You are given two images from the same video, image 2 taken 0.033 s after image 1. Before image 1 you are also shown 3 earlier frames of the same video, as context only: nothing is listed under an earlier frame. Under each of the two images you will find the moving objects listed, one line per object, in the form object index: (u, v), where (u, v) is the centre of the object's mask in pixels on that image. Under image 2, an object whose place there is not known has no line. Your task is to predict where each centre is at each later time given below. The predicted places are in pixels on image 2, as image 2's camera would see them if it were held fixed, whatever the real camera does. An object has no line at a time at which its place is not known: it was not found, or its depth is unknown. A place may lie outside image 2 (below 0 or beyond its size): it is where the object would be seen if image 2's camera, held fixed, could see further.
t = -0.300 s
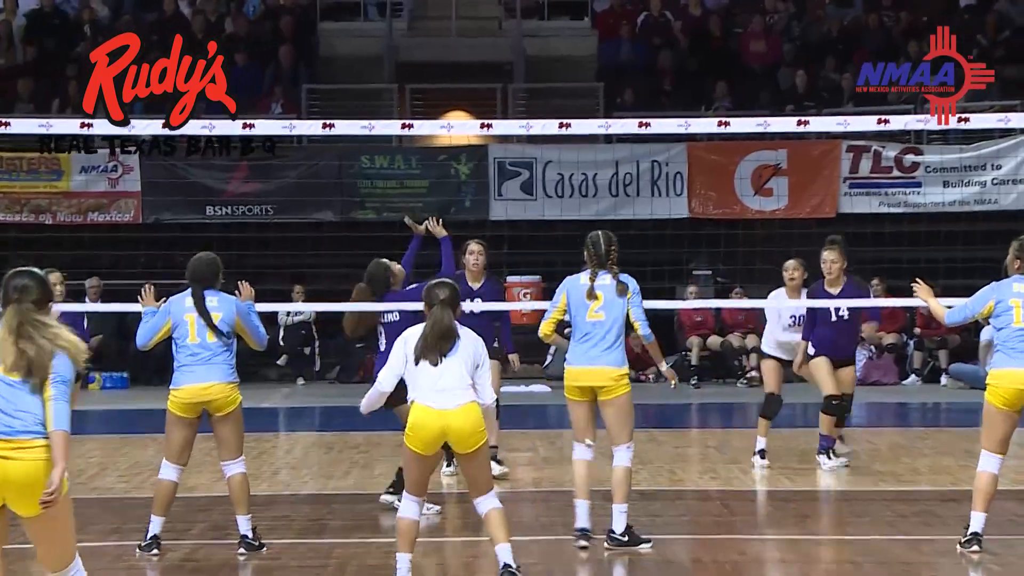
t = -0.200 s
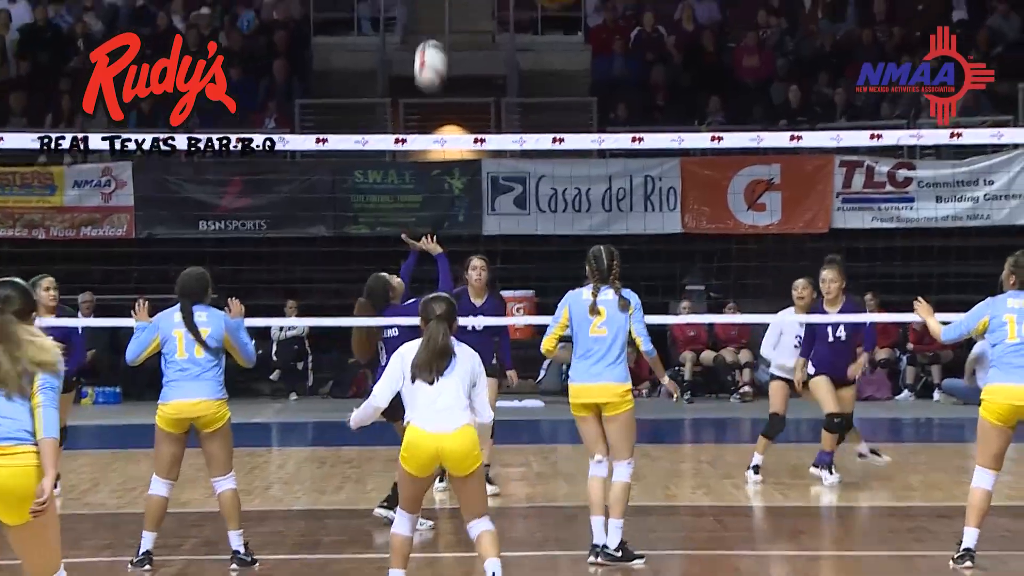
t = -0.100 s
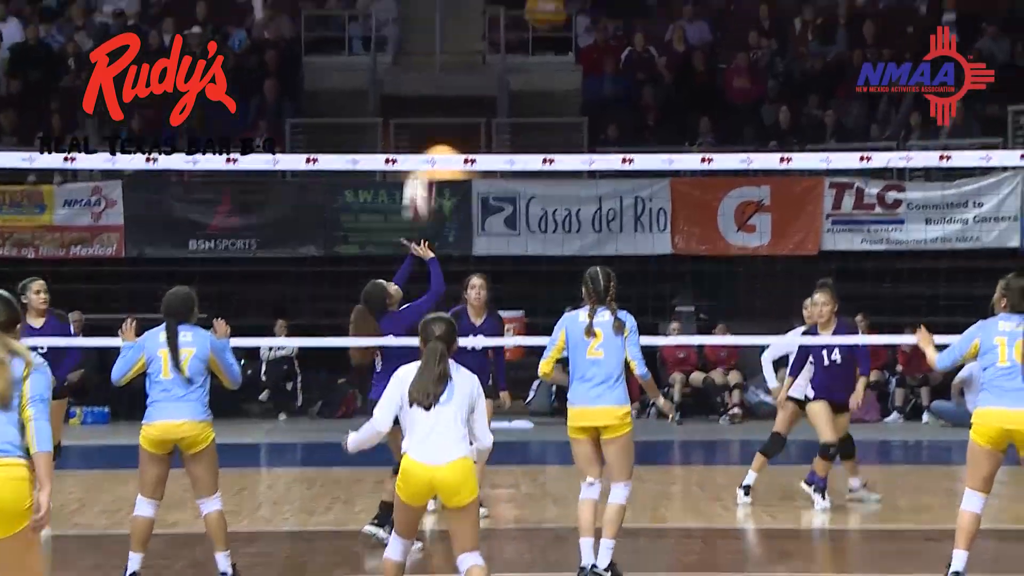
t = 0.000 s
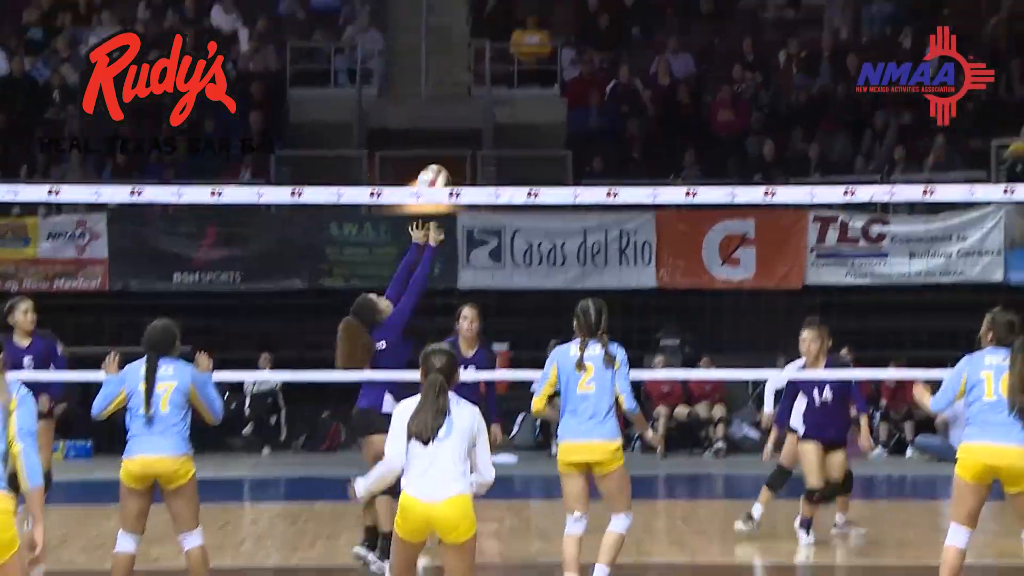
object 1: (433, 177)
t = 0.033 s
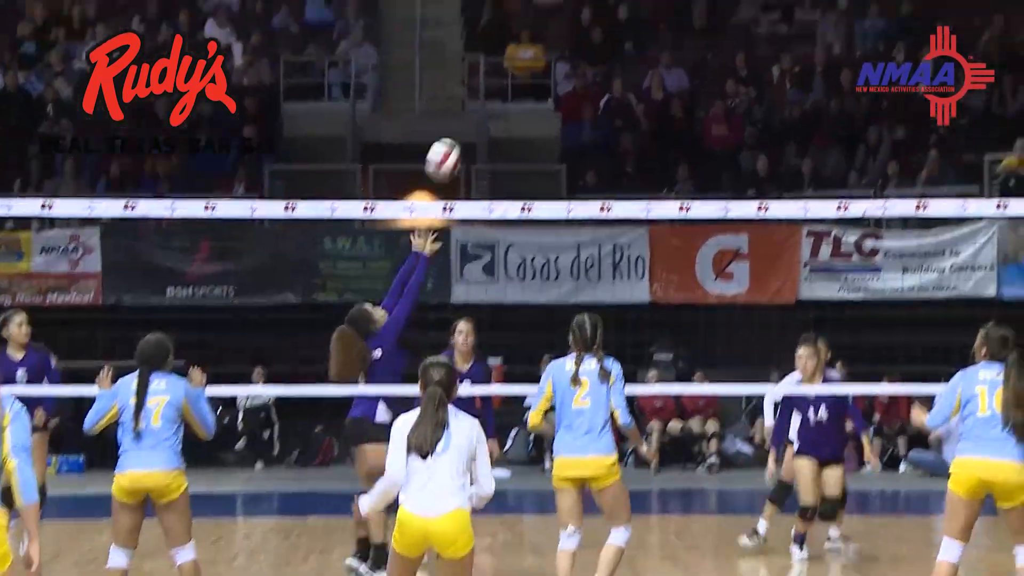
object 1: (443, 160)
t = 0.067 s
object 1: (462, 120)
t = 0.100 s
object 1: (481, 82)
